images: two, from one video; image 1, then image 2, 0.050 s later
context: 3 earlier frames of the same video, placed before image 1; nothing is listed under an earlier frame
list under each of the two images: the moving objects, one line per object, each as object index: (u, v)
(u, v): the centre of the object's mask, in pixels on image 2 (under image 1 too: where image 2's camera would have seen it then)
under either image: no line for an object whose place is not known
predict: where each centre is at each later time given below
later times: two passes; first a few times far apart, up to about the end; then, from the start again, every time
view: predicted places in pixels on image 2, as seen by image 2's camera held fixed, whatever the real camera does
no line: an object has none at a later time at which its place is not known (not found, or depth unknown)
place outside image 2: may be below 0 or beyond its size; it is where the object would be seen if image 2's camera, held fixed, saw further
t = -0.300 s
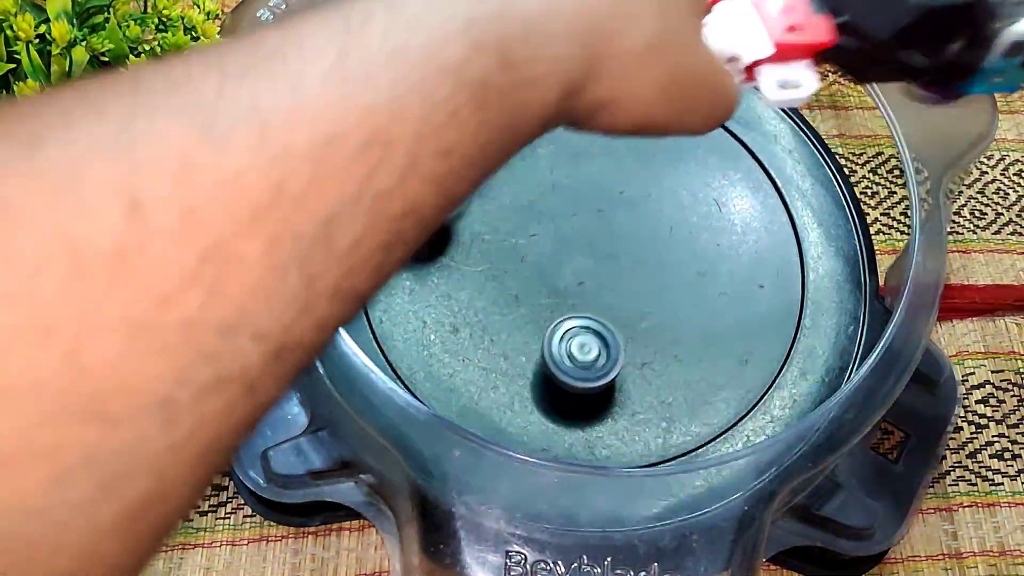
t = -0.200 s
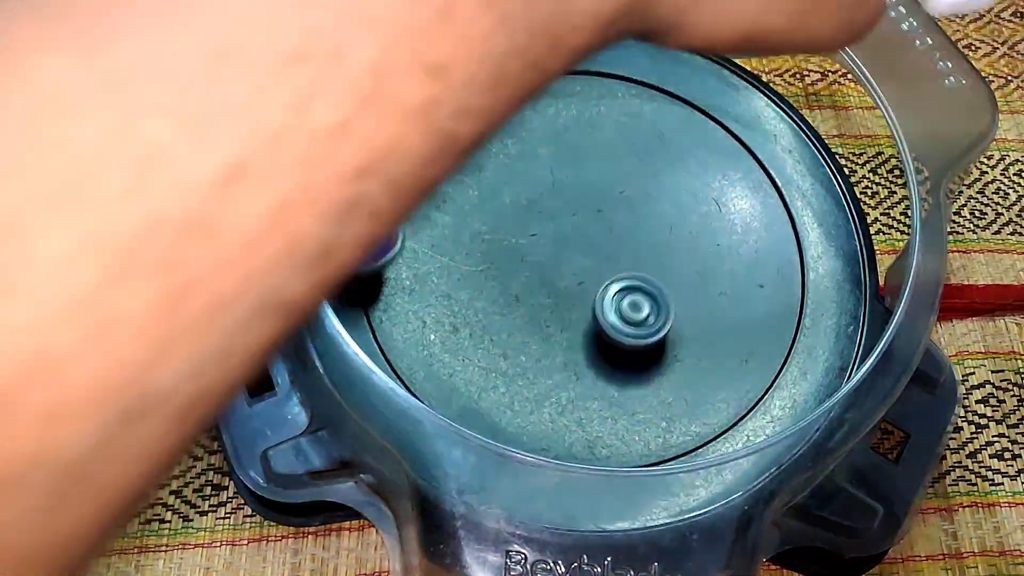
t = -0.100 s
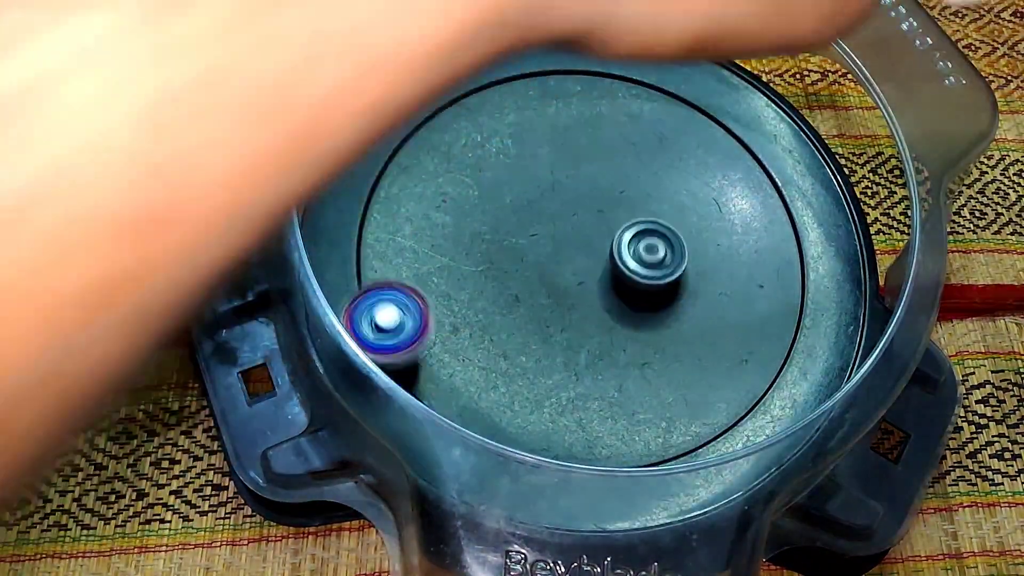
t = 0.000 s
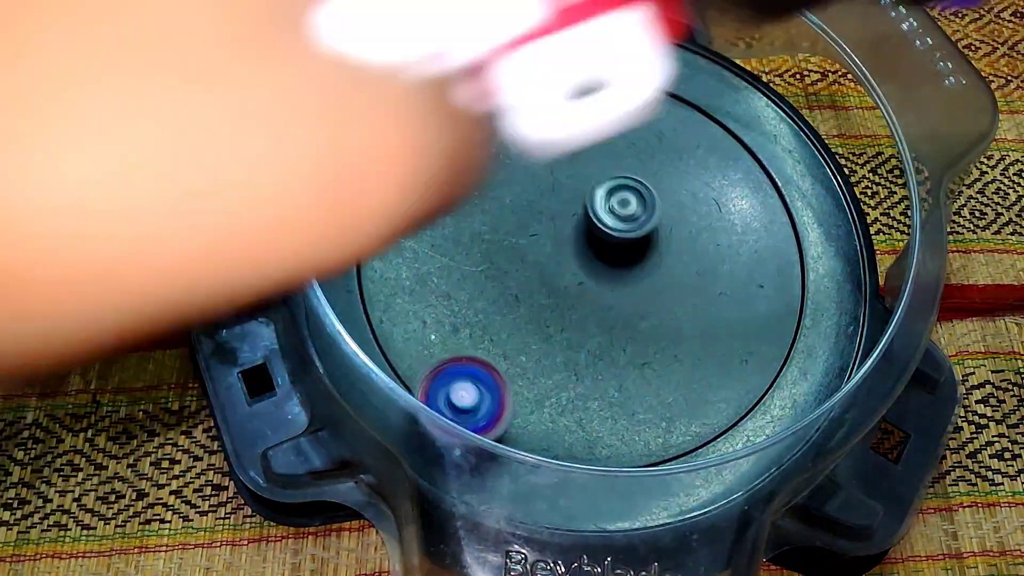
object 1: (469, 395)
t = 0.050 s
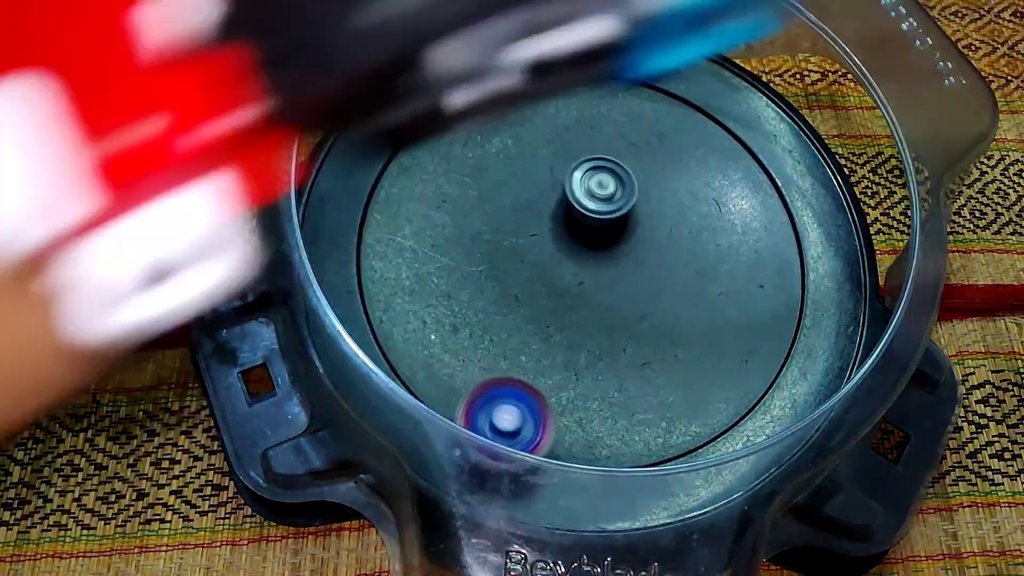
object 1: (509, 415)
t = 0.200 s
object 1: (634, 413)
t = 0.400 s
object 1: (678, 275)
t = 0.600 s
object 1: (567, 172)
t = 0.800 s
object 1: (432, 202)
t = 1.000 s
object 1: (421, 330)
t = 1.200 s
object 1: (565, 377)
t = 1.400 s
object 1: (657, 272)
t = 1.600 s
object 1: (597, 155)
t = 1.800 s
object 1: (473, 155)
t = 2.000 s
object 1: (444, 272)
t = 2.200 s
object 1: (574, 340)
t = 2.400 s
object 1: (683, 264)
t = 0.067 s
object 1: (523, 420)
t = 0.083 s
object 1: (537, 424)
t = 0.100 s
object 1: (552, 426)
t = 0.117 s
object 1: (567, 427)
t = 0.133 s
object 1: (581, 428)
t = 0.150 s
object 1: (595, 427)
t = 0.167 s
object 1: (608, 424)
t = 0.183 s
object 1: (621, 420)
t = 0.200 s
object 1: (634, 413)
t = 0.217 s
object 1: (645, 405)
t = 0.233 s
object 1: (654, 396)
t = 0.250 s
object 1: (662, 385)
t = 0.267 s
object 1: (669, 374)
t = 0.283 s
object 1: (675, 362)
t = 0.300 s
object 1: (680, 350)
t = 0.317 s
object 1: (683, 338)
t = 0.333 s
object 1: (685, 325)
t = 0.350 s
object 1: (685, 313)
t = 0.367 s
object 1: (684, 300)
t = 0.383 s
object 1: (682, 288)
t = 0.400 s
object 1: (678, 275)
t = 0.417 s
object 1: (674, 263)
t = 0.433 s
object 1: (668, 252)
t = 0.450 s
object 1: (661, 241)
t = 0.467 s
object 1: (653, 230)
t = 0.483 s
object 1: (644, 221)
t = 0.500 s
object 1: (635, 211)
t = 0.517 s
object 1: (625, 202)
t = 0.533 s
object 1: (614, 195)
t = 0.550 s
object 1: (603, 188)
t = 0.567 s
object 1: (591, 181)
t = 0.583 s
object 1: (579, 176)
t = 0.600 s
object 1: (567, 172)
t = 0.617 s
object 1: (554, 169)
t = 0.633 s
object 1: (541, 167)
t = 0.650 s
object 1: (529, 166)
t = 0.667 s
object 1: (516, 166)
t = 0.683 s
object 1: (504, 168)
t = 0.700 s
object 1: (492, 170)
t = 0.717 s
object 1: (481, 172)
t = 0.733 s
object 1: (470, 176)
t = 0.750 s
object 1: (459, 182)
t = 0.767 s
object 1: (450, 187)
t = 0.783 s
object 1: (440, 194)
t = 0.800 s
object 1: (432, 202)
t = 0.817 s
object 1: (423, 210)
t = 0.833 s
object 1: (417, 219)
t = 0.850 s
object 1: (411, 228)
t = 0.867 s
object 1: (406, 238)
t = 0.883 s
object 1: (403, 249)
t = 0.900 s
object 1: (401, 260)
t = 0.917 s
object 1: (401, 272)
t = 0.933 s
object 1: (401, 284)
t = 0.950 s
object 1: (404, 295)
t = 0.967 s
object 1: (408, 307)
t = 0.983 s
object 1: (414, 318)
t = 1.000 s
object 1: (421, 330)
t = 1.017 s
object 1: (429, 340)
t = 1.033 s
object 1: (439, 349)
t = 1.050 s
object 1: (449, 358)
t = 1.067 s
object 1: (460, 365)
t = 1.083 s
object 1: (473, 371)
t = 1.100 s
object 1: (486, 375)
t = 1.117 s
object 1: (499, 379)
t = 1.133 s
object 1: (512, 381)
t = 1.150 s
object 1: (526, 382)
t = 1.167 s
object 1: (539, 382)
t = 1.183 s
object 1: (552, 380)
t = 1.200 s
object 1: (565, 377)
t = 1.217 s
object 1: (578, 373)
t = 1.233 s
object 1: (589, 367)
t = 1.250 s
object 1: (601, 361)
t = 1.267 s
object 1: (611, 354)
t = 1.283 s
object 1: (620, 346)
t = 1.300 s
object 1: (628, 337)
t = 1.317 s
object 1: (636, 327)
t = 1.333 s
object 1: (643, 317)
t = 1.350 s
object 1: (648, 306)
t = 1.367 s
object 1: (653, 295)
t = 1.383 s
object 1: (655, 284)
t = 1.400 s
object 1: (657, 272)
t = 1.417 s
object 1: (657, 261)
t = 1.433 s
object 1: (657, 249)
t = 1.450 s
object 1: (655, 238)
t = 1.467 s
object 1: (653, 227)
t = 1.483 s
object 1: (649, 216)
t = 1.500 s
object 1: (644, 206)
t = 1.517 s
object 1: (638, 196)
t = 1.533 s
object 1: (632, 186)
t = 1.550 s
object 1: (624, 177)
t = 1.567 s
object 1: (615, 169)
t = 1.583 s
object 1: (607, 162)
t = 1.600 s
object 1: (597, 155)
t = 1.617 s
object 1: (587, 149)
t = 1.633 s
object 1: (576, 145)
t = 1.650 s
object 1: (565, 141)
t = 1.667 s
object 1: (554, 138)
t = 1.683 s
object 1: (544, 137)
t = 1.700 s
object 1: (533, 137)
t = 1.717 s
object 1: (522, 137)
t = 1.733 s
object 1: (511, 139)
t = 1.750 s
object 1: (501, 141)
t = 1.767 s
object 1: (491, 145)
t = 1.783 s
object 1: (482, 150)
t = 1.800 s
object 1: (473, 155)
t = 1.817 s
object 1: (465, 162)
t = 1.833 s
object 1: (458, 169)
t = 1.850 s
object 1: (451, 178)
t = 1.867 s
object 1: (445, 187)
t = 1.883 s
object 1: (441, 197)
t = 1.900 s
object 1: (438, 206)
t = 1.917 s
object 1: (437, 217)
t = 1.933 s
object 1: (436, 228)
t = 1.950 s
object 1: (436, 238)
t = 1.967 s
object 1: (437, 251)
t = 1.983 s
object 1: (440, 261)
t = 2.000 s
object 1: (444, 272)
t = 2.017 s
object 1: (451, 282)
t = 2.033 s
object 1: (458, 291)
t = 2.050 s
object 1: (466, 301)
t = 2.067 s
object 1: (476, 310)
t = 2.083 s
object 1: (487, 318)
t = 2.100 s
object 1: (498, 324)
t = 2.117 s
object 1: (510, 330)
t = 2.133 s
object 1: (522, 334)
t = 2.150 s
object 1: (534, 337)
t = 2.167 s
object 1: (548, 339)
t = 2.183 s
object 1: (561, 340)
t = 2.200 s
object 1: (574, 340)
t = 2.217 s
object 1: (587, 338)
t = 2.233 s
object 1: (599, 335)
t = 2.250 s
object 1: (610, 331)
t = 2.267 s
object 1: (623, 326)
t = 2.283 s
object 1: (634, 321)
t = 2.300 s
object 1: (644, 314)
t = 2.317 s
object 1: (653, 307)
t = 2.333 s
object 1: (661, 300)
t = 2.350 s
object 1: (668, 292)
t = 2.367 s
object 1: (674, 283)
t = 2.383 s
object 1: (679, 273)
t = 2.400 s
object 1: (683, 264)
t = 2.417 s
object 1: (685, 254)
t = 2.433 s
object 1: (687, 243)
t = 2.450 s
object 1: (688, 233)
